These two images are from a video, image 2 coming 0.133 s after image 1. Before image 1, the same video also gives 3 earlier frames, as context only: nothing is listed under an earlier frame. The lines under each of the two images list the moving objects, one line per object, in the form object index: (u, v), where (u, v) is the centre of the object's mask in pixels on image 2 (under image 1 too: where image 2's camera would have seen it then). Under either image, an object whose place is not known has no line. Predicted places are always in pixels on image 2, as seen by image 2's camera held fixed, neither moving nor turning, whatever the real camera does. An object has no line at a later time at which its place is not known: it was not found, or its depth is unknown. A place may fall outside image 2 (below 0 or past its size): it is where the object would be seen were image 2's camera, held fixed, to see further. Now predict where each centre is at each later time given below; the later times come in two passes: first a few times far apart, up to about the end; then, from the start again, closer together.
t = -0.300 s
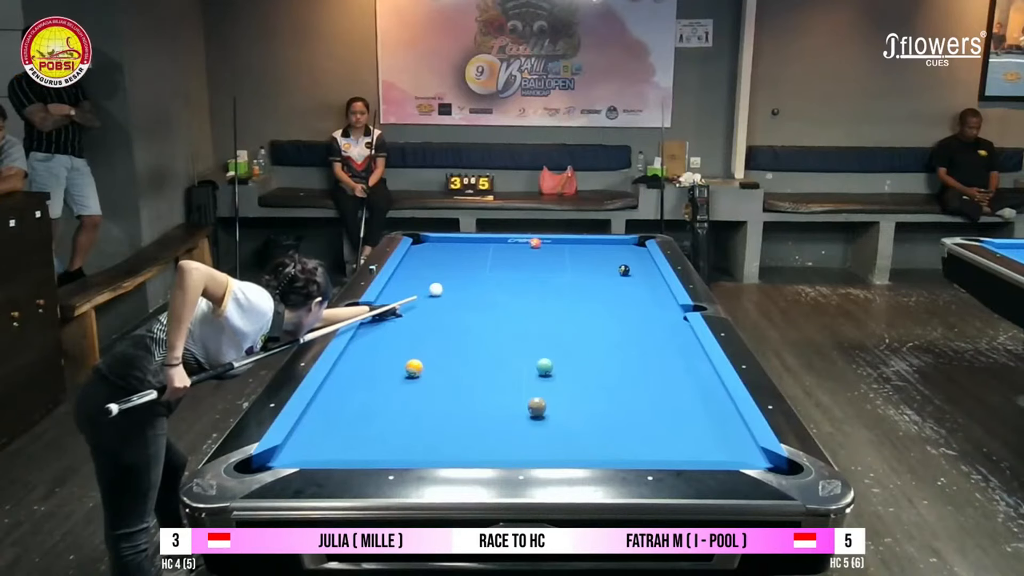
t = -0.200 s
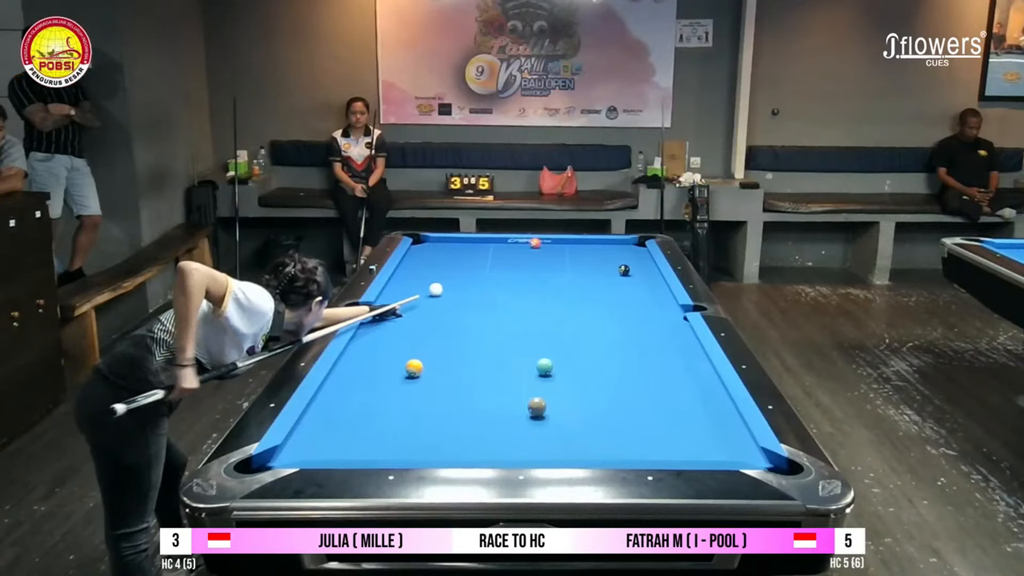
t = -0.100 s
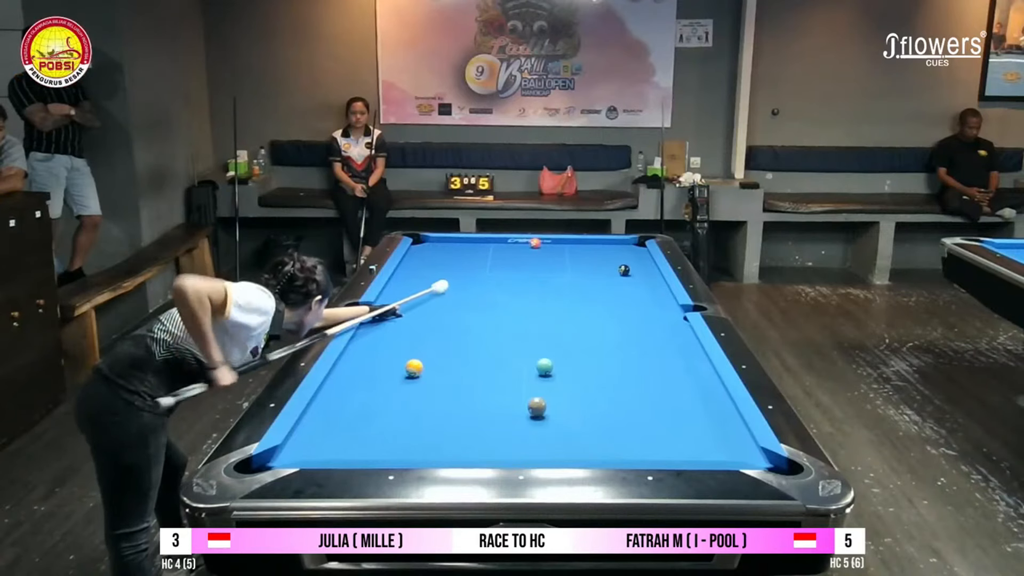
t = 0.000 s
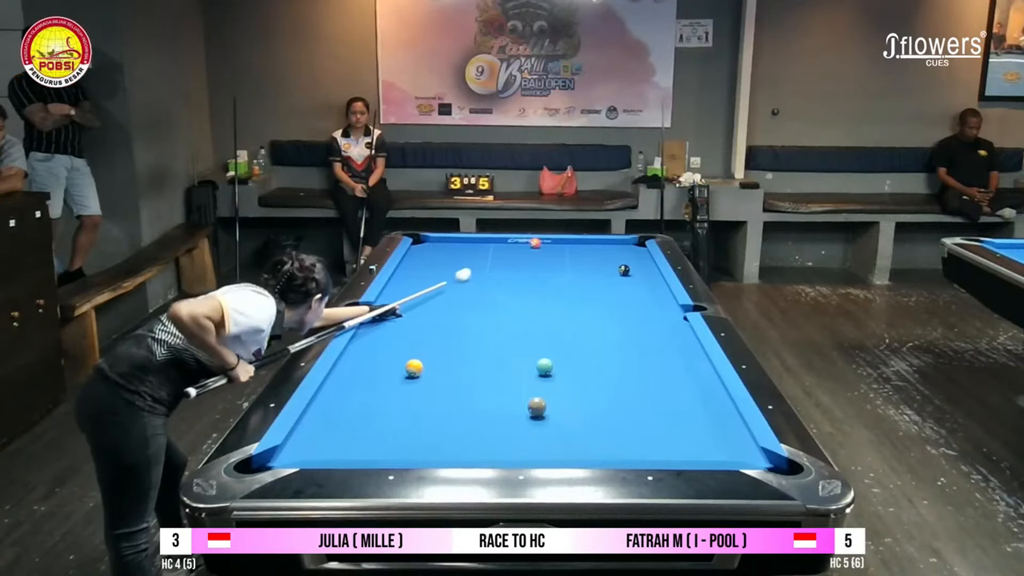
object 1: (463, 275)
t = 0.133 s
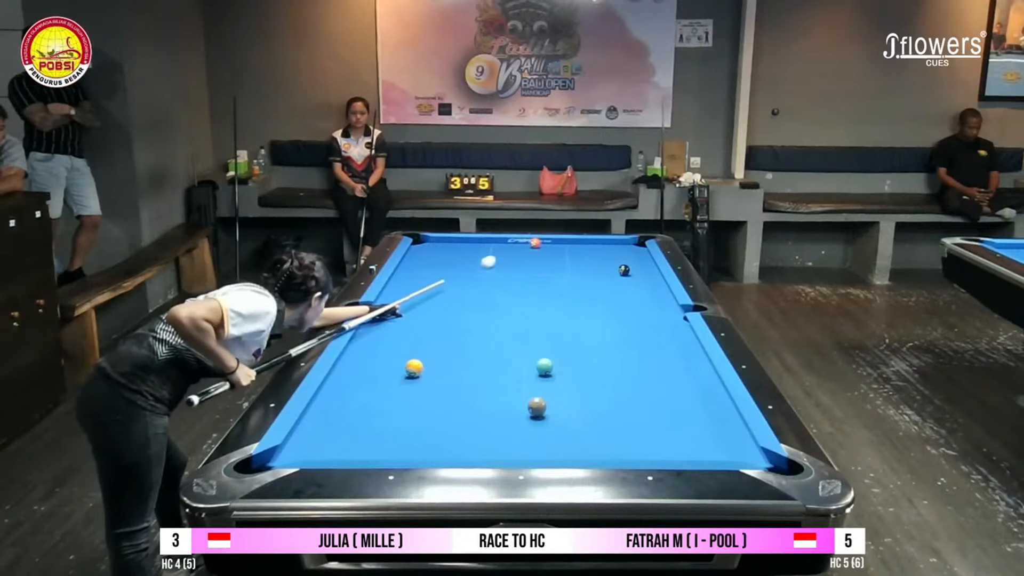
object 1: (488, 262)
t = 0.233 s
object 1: (505, 253)
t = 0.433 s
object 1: (524, 241)
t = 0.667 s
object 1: (521, 252)
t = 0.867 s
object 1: (519, 260)
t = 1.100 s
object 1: (517, 271)
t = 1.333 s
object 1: (516, 282)
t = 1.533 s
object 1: (514, 292)
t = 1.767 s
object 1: (512, 306)
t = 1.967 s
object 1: (511, 318)
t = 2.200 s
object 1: (508, 333)
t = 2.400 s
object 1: (507, 347)
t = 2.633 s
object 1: (504, 366)
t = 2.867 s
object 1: (502, 386)
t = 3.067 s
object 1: (500, 405)
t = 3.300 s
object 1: (498, 429)
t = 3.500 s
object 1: (496, 448)
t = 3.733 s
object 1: (497, 448)
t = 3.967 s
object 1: (498, 436)
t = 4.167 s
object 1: (500, 426)
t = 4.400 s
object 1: (501, 417)
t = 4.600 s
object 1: (502, 409)
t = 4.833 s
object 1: (504, 401)
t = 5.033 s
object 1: (505, 395)
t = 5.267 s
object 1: (505, 391)
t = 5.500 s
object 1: (506, 384)
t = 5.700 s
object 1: (507, 380)
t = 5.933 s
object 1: (508, 376)
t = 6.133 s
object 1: (508, 373)
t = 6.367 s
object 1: (509, 370)
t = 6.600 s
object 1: (510, 367)
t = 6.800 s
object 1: (510, 366)
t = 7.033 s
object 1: (510, 364)
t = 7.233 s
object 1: (510, 363)
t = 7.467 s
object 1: (510, 362)
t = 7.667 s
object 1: (510, 362)
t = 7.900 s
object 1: (510, 362)
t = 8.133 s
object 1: (510, 362)
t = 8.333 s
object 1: (510, 362)
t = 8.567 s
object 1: (510, 362)
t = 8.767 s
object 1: (510, 363)
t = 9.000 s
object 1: (510, 362)
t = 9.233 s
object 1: (510, 363)
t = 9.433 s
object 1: (510, 362)
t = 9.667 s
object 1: (510, 363)
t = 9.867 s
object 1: (510, 362)
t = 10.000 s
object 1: (510, 362)
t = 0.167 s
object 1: (494, 259)
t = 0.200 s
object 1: (500, 256)
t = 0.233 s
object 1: (505, 253)
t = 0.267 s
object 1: (510, 250)
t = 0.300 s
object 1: (515, 248)
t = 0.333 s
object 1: (520, 245)
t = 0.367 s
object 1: (524, 242)
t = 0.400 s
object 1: (524, 241)
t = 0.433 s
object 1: (524, 241)
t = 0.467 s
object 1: (523, 243)
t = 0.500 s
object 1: (523, 245)
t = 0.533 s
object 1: (522, 246)
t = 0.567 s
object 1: (522, 248)
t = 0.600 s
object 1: (521, 249)
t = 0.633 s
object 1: (521, 250)
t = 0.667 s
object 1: (521, 252)
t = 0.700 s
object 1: (521, 253)
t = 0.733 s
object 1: (520, 254)
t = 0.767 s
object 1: (520, 256)
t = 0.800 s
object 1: (520, 257)
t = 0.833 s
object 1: (519, 259)
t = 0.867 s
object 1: (519, 260)
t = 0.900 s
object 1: (519, 262)
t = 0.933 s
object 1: (519, 263)
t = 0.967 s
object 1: (518, 264)
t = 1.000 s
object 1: (518, 266)
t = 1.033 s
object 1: (518, 267)
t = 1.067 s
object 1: (518, 269)
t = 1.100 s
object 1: (517, 271)
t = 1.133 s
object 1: (517, 272)
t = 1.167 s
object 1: (517, 274)
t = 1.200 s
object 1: (516, 275)
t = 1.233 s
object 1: (516, 277)
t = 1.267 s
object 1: (516, 279)
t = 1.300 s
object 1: (516, 280)
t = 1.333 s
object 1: (516, 282)
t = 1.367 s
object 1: (515, 284)
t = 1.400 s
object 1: (515, 285)
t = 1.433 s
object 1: (515, 287)
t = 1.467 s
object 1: (514, 289)
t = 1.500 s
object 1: (514, 291)
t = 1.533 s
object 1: (514, 292)
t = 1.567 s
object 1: (514, 294)
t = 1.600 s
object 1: (513, 296)
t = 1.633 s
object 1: (513, 298)
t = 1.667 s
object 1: (513, 300)
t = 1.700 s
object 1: (512, 302)
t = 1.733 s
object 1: (512, 304)
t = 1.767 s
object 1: (512, 306)
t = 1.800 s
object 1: (512, 308)
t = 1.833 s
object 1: (512, 310)
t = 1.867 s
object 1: (511, 312)
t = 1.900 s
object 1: (511, 314)
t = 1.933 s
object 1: (511, 316)
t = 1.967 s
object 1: (511, 318)
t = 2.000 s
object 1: (510, 320)
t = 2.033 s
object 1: (510, 322)
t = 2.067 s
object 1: (510, 324)
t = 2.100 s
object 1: (509, 326)
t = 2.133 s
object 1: (509, 329)
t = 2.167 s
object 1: (509, 331)
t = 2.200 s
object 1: (508, 333)
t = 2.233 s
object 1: (508, 336)
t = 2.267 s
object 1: (508, 338)
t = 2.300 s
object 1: (508, 340)
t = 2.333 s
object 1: (507, 343)
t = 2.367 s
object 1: (507, 345)
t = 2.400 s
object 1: (507, 347)
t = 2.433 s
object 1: (506, 350)
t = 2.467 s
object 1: (506, 353)
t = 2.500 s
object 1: (506, 355)
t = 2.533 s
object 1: (505, 358)
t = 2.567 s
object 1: (505, 360)
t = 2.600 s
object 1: (505, 363)
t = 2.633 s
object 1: (504, 366)
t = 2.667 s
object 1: (504, 368)
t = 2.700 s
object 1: (504, 371)
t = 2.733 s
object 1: (504, 374)
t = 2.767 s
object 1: (503, 377)
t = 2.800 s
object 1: (503, 380)
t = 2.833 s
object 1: (502, 383)
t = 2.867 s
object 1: (502, 386)
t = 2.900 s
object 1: (502, 389)
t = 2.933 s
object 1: (501, 392)
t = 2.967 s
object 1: (501, 395)
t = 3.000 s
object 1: (501, 398)
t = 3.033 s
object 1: (501, 401)
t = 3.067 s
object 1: (500, 405)
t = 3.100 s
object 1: (500, 408)
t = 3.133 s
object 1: (499, 411)
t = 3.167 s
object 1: (499, 415)
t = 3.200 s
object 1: (499, 418)
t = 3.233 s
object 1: (499, 422)
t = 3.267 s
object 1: (498, 425)
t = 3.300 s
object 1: (498, 429)
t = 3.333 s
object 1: (497, 432)
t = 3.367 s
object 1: (497, 436)
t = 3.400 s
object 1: (496, 440)
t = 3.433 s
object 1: (496, 444)
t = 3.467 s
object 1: (496, 446)
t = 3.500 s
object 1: (496, 448)
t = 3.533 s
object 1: (496, 451)
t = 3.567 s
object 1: (495, 453)
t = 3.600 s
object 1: (495, 453)
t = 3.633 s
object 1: (496, 451)
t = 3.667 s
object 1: (496, 450)
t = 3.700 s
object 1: (496, 449)
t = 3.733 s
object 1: (497, 448)
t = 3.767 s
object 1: (497, 447)
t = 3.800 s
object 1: (497, 446)
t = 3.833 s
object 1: (497, 444)
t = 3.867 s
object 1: (498, 441)
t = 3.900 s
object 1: (498, 440)
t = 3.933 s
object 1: (498, 438)
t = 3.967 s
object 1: (498, 436)
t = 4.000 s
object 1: (499, 434)
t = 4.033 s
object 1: (499, 433)
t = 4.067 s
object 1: (499, 431)
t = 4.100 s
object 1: (499, 430)
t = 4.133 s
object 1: (500, 428)
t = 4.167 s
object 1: (500, 426)
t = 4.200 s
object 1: (500, 425)
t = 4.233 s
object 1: (500, 424)
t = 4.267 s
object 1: (501, 422)
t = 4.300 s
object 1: (501, 421)
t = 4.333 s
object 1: (501, 419)
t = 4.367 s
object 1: (501, 418)
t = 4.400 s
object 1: (501, 417)
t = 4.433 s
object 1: (501, 415)
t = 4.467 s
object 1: (501, 414)
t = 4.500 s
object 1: (502, 413)
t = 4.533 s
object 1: (502, 411)
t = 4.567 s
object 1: (502, 410)
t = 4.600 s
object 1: (502, 409)
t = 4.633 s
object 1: (502, 408)
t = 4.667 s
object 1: (503, 407)
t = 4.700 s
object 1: (503, 405)
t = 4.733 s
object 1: (503, 404)
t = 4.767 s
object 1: (503, 403)
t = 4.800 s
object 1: (504, 402)
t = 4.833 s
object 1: (504, 401)
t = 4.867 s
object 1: (504, 400)
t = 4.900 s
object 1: (504, 399)
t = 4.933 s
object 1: (504, 398)
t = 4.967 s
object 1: (504, 397)
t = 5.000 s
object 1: (505, 396)
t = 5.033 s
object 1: (505, 395)
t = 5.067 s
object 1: (505, 394)
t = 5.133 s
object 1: (505, 394)
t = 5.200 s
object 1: (505, 393)
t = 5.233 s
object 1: (505, 392)
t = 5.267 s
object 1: (505, 391)
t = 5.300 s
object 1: (505, 389)
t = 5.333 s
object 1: (505, 388)
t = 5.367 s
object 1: (505, 387)
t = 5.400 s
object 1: (506, 386)
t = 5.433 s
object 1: (506, 385)
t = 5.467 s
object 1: (506, 385)
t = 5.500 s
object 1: (506, 384)
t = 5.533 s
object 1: (506, 383)
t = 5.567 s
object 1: (506, 383)
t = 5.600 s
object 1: (507, 382)
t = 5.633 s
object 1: (507, 381)
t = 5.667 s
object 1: (507, 381)
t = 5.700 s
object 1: (507, 380)
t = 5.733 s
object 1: (507, 379)
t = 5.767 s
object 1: (507, 378)
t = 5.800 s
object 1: (507, 378)
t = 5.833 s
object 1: (507, 377)
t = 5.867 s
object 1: (508, 377)
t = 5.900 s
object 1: (508, 376)
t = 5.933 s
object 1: (508, 376)
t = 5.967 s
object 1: (508, 375)
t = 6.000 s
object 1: (508, 375)
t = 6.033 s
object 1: (508, 374)
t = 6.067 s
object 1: (508, 374)
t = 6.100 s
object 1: (508, 373)
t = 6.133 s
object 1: (508, 373)
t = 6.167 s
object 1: (508, 372)
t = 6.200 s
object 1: (508, 372)
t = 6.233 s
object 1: (509, 371)
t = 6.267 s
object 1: (509, 371)
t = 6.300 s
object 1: (509, 371)
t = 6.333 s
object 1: (509, 370)
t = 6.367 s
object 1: (509, 370)
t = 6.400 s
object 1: (509, 370)
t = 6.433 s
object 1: (509, 369)
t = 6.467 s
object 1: (510, 369)
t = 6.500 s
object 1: (510, 368)
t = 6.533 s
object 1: (510, 368)
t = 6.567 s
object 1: (510, 367)
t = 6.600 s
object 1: (510, 367)
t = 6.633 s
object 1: (510, 367)
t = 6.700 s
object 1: (510, 367)
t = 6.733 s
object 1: (510, 366)
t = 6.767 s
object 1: (510, 366)
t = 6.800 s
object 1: (510, 366)
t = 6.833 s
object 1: (510, 365)
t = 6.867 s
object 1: (511, 365)
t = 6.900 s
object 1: (511, 365)
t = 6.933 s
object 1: (510, 365)
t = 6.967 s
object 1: (510, 364)
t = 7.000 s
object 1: (510, 364)
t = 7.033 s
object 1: (510, 364)
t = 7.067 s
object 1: (510, 364)
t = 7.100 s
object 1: (510, 364)
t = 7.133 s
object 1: (510, 363)
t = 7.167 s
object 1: (510, 363)
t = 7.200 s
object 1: (510, 363)
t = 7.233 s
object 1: (510, 363)
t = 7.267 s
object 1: (510, 363)
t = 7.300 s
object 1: (510, 363)
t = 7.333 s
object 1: (510, 363)
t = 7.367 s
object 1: (510, 363)
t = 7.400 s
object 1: (510, 363)
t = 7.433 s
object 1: (510, 363)
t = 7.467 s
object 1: (510, 362)
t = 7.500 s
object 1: (510, 362)
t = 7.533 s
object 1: (510, 362)
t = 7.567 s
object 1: (510, 362)
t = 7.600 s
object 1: (510, 363)
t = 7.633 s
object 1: (510, 363)
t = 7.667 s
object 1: (510, 362)
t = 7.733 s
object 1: (510, 362)
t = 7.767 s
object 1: (510, 362)
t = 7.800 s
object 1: (510, 362)
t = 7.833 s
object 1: (510, 362)
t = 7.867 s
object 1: (510, 362)
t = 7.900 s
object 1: (510, 362)
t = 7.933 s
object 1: (510, 362)
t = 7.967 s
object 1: (510, 363)
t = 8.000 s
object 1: (510, 362)
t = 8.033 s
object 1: (510, 362)
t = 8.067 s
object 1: (510, 363)
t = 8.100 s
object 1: (510, 362)
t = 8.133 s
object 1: (510, 362)
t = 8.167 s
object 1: (510, 362)
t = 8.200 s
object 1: (510, 363)
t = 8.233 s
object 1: (510, 362)
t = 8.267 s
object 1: (510, 362)
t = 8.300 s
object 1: (510, 363)
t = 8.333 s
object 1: (510, 362)
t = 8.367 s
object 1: (510, 362)
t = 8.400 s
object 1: (510, 363)
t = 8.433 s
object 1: (510, 363)
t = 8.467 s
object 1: (510, 362)
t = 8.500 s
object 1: (510, 363)
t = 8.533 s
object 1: (510, 362)
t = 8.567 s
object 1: (510, 362)
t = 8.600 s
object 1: (510, 363)
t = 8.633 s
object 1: (510, 362)
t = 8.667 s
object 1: (510, 362)
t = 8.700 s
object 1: (510, 363)
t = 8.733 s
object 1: (510, 362)
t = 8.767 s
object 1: (510, 363)
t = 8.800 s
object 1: (510, 362)
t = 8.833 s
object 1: (510, 362)
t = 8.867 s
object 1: (510, 362)
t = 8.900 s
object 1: (510, 362)
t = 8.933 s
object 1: (510, 363)
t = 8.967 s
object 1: (510, 362)
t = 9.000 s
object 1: (510, 362)
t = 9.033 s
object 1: (510, 363)
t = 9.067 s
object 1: (510, 362)
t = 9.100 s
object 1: (510, 362)
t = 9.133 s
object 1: (510, 362)
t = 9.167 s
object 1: (510, 363)
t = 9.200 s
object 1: (510, 362)
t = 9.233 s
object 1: (510, 363)
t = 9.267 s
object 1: (510, 363)
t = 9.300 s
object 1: (510, 362)
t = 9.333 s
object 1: (510, 362)
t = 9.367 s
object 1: (510, 362)
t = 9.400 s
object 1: (510, 363)
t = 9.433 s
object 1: (510, 362)
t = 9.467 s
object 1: (510, 362)
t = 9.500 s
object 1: (510, 362)
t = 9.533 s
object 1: (510, 362)
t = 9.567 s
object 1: (510, 363)
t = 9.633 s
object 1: (510, 362)
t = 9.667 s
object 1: (510, 363)
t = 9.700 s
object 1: (510, 362)
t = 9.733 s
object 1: (510, 362)
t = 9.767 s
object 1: (510, 362)
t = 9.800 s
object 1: (510, 362)
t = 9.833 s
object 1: (510, 363)
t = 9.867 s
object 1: (510, 362)
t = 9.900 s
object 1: (510, 362)
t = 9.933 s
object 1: (510, 362)
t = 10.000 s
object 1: (510, 362)
